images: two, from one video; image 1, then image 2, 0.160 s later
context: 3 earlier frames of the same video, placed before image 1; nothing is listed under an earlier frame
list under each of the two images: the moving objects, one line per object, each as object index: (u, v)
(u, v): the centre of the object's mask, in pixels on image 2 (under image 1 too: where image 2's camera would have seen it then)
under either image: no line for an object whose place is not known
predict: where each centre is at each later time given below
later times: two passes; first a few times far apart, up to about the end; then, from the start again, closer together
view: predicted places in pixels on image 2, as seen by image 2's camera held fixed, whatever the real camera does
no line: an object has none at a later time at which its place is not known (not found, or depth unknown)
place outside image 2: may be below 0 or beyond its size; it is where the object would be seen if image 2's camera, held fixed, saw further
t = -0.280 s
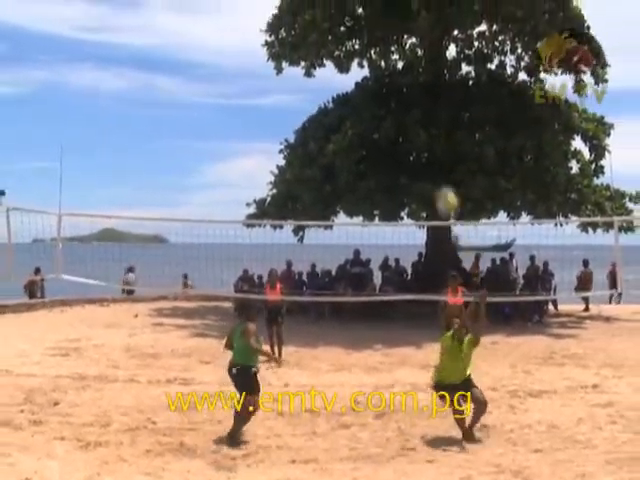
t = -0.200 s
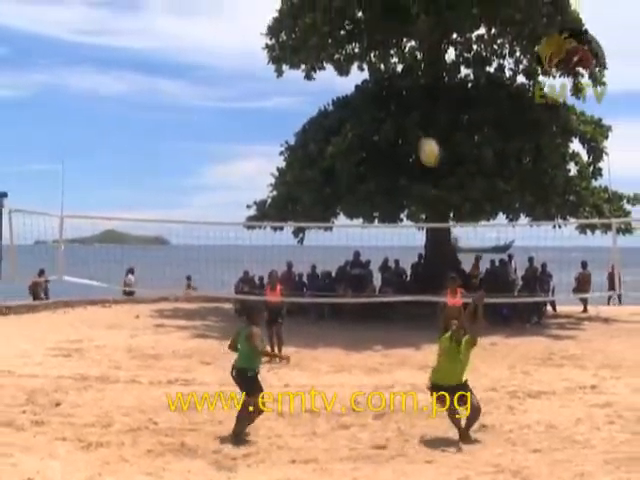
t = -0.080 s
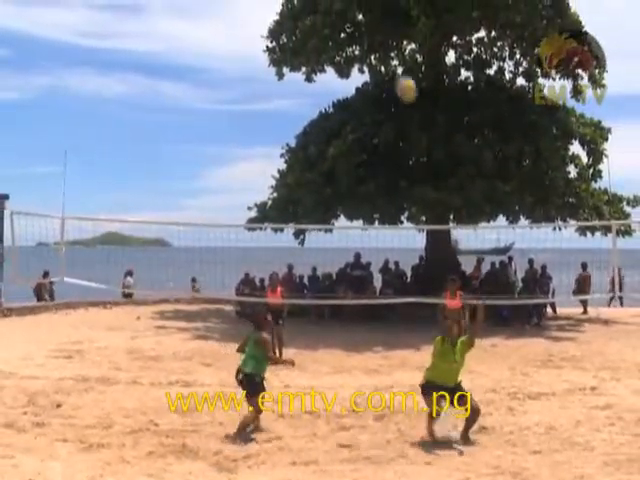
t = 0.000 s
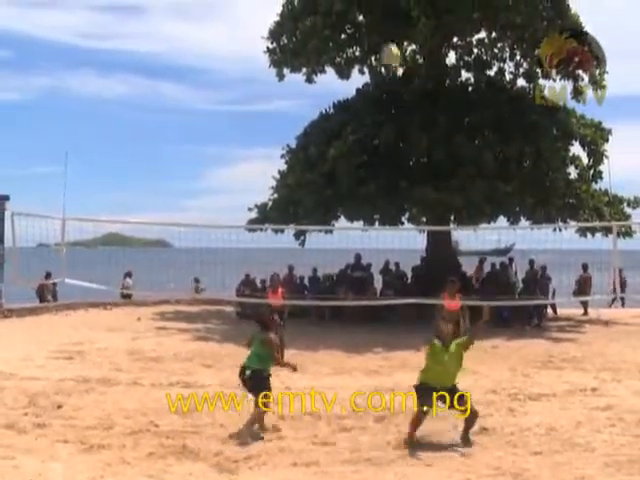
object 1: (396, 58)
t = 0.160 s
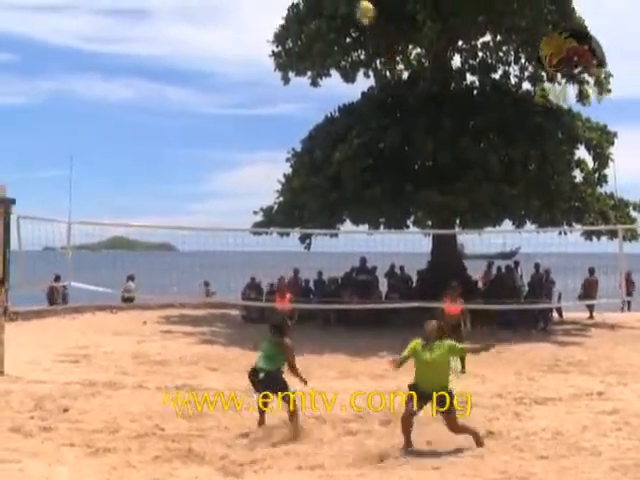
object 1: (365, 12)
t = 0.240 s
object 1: (350, 2)
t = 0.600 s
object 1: (285, 1)
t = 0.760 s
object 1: (256, 37)
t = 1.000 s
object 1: (217, 122)
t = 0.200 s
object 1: (357, 6)
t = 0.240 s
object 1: (350, 2)
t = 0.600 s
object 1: (285, 1)
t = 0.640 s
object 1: (278, 9)
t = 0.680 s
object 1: (271, 17)
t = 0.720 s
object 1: (264, 27)
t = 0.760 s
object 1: (256, 37)
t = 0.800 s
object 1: (250, 49)
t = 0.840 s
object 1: (243, 61)
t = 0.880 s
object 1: (236, 74)
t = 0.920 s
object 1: (230, 89)
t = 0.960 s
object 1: (222, 107)
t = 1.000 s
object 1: (217, 122)
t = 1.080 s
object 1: (202, 160)
